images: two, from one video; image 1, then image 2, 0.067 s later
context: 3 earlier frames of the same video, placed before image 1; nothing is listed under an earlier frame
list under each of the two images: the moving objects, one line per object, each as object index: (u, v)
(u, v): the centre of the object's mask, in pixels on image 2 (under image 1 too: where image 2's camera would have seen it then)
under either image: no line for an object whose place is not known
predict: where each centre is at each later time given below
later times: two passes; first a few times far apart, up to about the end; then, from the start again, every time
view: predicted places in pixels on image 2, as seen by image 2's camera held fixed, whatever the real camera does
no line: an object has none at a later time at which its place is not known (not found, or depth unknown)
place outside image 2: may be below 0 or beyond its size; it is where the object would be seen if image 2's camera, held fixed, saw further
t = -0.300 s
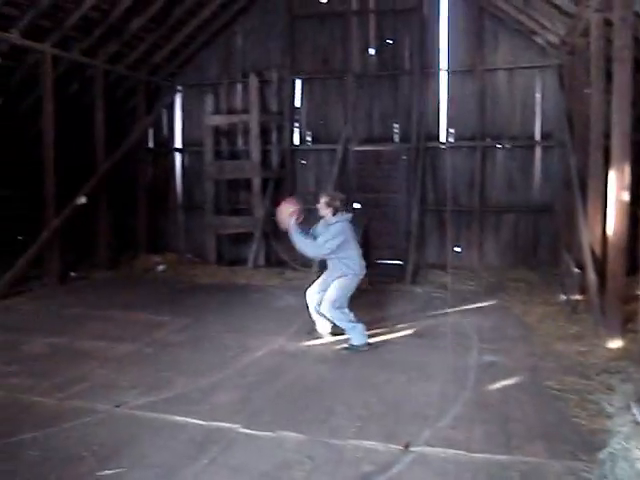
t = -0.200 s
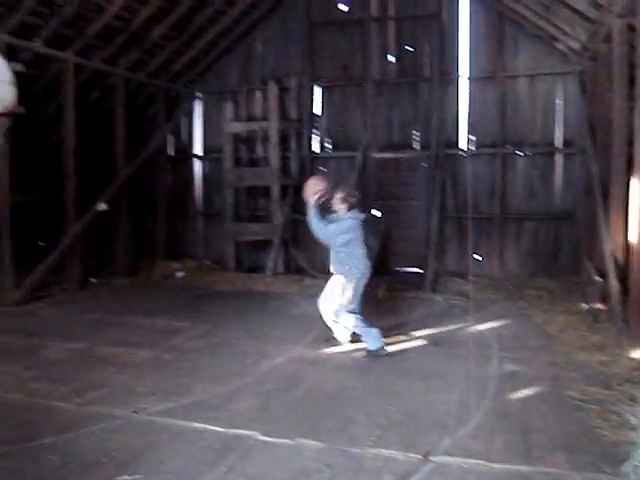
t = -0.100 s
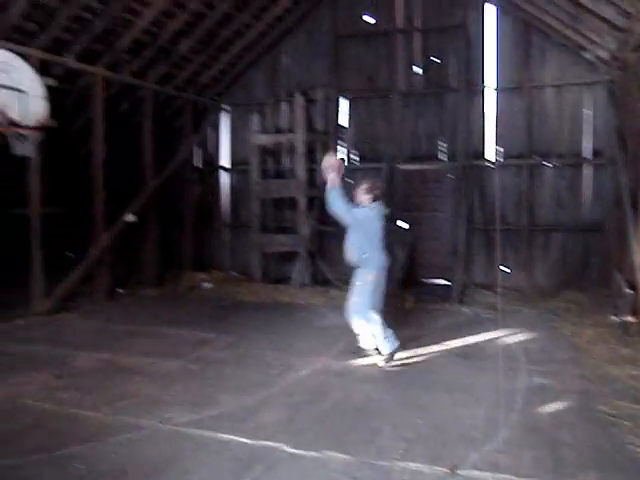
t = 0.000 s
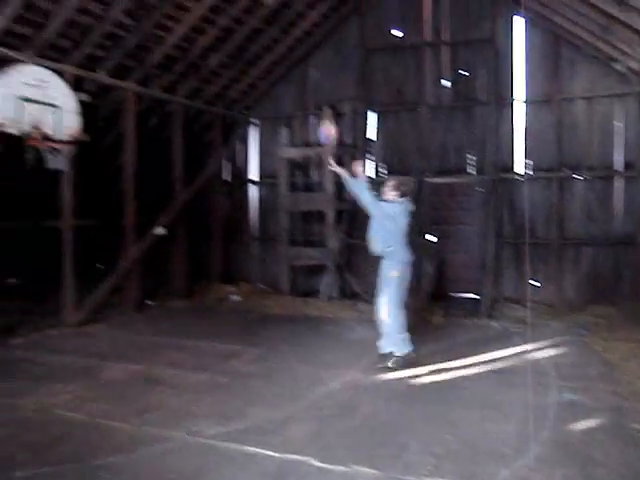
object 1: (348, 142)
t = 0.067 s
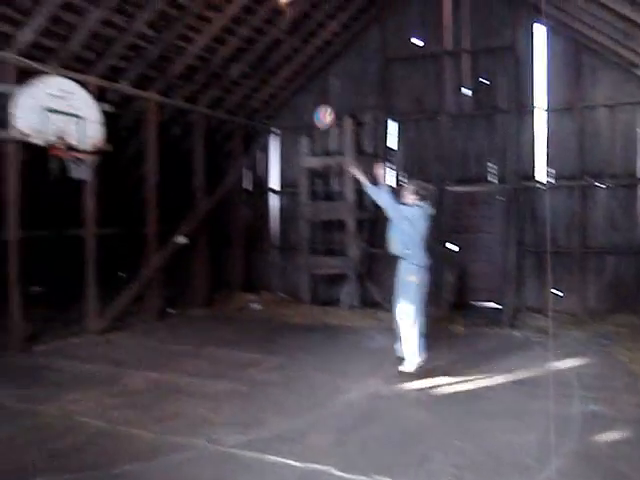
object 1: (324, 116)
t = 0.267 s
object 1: (257, 74)
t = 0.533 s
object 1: (180, 77)
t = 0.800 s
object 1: (115, 136)
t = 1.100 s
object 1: (143, 181)
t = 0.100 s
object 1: (312, 107)
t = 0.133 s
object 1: (301, 98)
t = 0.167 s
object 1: (290, 91)
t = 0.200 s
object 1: (279, 84)
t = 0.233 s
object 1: (268, 79)
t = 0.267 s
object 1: (257, 74)
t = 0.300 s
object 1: (247, 71)
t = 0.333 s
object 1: (237, 69)
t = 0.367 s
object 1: (227, 68)
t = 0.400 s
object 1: (217, 68)
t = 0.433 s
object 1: (208, 69)
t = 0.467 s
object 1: (198, 70)
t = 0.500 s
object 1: (189, 73)
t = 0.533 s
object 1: (180, 77)
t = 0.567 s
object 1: (172, 81)
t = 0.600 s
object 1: (164, 86)
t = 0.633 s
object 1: (155, 92)
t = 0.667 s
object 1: (147, 100)
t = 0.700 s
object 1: (138, 108)
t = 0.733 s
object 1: (131, 116)
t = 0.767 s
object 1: (123, 127)
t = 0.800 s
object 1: (115, 136)
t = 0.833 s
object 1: (110, 146)
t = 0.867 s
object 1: (108, 152)
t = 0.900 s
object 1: (112, 153)
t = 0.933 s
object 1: (119, 156)
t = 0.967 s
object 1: (124, 160)
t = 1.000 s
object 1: (129, 165)
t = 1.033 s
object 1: (134, 170)
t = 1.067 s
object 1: (138, 176)
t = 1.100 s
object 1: (143, 181)
